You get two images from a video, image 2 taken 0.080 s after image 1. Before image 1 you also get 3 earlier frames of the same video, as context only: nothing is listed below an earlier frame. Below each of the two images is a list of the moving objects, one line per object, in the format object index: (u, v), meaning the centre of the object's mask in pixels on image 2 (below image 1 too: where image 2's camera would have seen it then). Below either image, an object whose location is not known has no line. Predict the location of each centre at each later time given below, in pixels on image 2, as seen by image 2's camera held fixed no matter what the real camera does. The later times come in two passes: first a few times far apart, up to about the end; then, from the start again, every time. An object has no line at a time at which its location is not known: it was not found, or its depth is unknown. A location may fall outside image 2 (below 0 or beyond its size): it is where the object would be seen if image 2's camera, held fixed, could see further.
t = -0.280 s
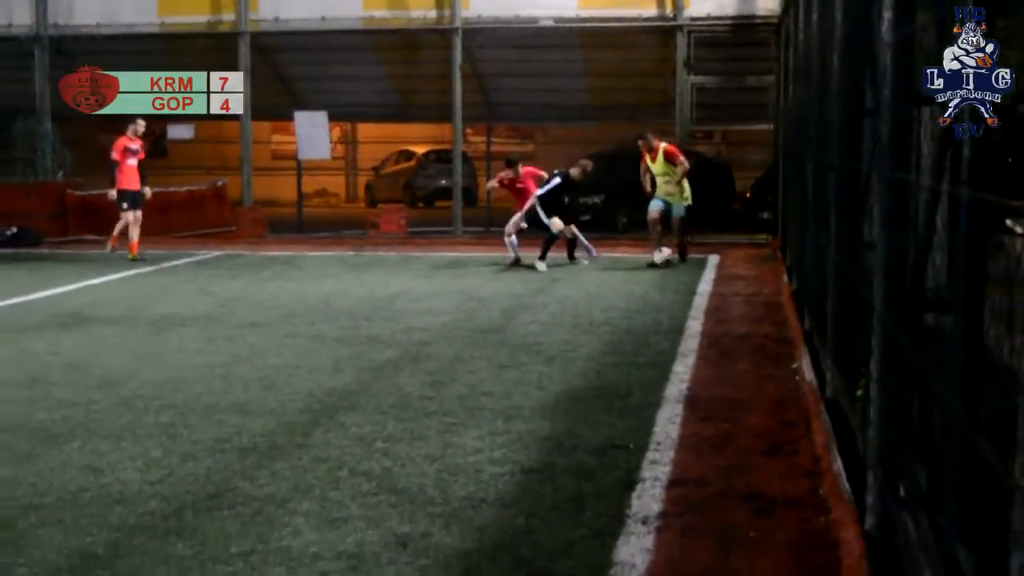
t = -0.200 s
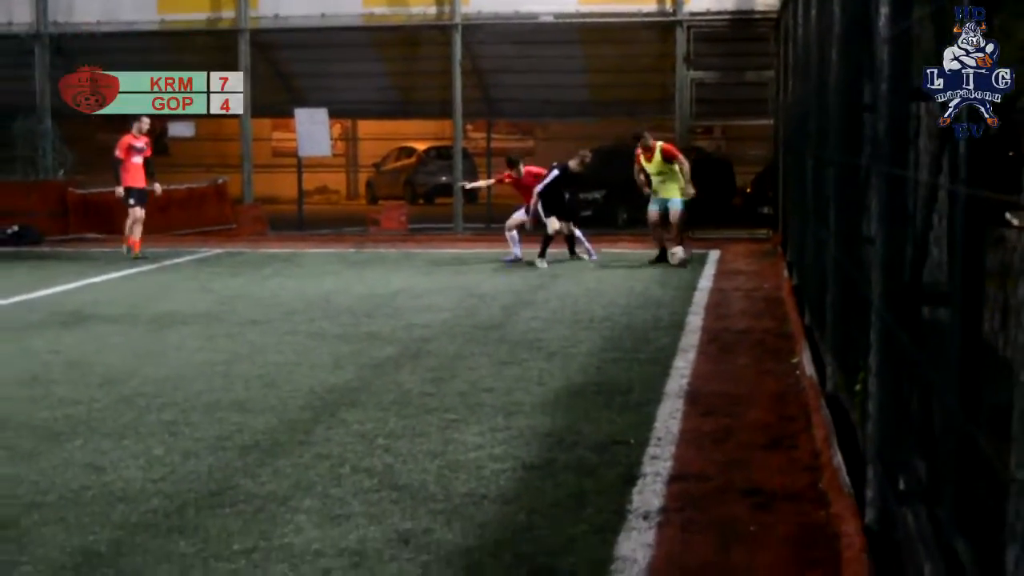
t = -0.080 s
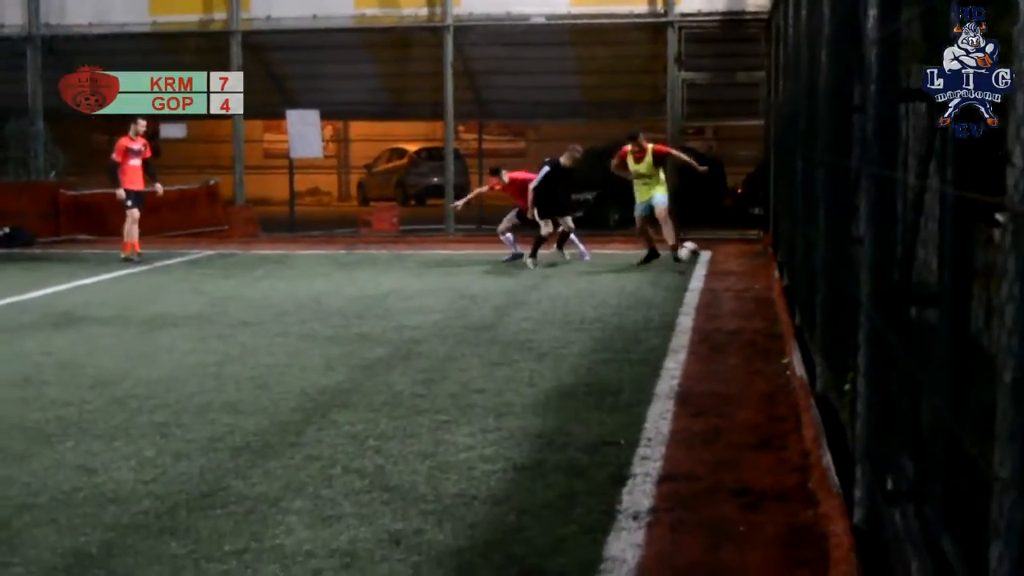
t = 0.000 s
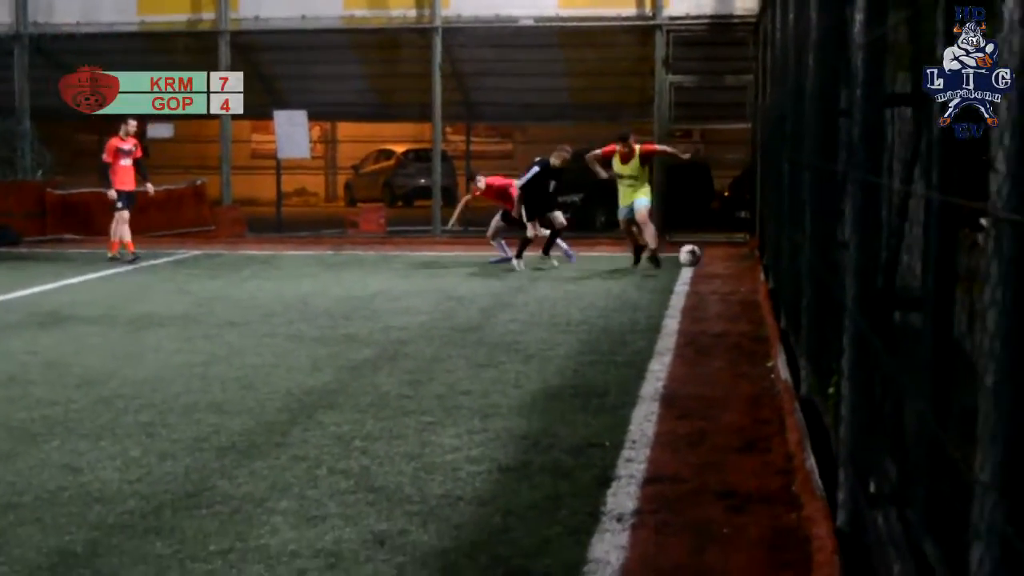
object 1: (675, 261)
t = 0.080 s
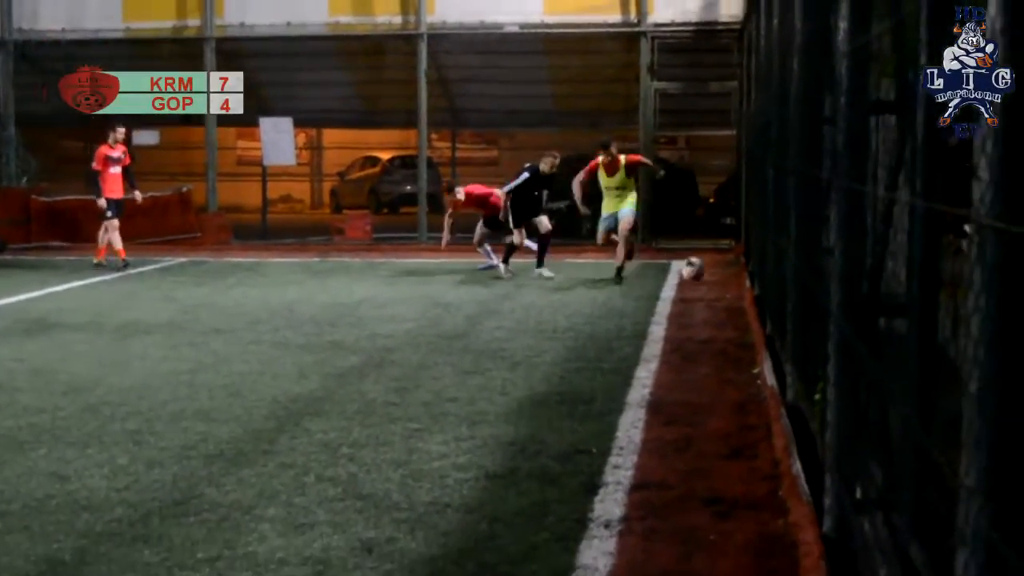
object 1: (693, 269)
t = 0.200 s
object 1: (722, 292)
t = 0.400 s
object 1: (745, 300)
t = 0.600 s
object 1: (731, 326)
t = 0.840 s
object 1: (707, 350)
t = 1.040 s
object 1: (689, 366)
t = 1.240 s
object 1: (665, 384)
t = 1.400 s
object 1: (646, 399)
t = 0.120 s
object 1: (699, 274)
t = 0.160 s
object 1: (712, 282)
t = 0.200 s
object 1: (722, 292)
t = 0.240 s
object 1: (731, 302)
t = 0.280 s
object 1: (739, 300)
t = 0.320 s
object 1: (746, 296)
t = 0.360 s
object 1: (749, 297)
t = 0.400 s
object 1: (745, 300)
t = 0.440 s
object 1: (742, 305)
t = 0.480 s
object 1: (739, 313)
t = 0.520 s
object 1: (735, 322)
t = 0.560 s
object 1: (731, 329)
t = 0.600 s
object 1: (731, 326)
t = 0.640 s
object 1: (726, 324)
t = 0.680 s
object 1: (722, 325)
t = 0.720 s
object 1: (719, 329)
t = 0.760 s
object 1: (716, 335)
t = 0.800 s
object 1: (711, 344)
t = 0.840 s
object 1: (707, 350)
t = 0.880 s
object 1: (704, 352)
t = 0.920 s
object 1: (701, 355)
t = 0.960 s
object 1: (696, 362)
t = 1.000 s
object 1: (691, 362)
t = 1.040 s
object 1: (689, 366)
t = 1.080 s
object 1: (684, 370)
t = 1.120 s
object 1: (679, 373)
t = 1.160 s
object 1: (675, 376)
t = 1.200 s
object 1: (669, 381)
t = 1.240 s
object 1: (665, 384)
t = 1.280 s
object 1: (661, 387)
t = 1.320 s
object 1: (656, 391)
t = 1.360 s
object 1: (653, 388)
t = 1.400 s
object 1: (646, 399)
